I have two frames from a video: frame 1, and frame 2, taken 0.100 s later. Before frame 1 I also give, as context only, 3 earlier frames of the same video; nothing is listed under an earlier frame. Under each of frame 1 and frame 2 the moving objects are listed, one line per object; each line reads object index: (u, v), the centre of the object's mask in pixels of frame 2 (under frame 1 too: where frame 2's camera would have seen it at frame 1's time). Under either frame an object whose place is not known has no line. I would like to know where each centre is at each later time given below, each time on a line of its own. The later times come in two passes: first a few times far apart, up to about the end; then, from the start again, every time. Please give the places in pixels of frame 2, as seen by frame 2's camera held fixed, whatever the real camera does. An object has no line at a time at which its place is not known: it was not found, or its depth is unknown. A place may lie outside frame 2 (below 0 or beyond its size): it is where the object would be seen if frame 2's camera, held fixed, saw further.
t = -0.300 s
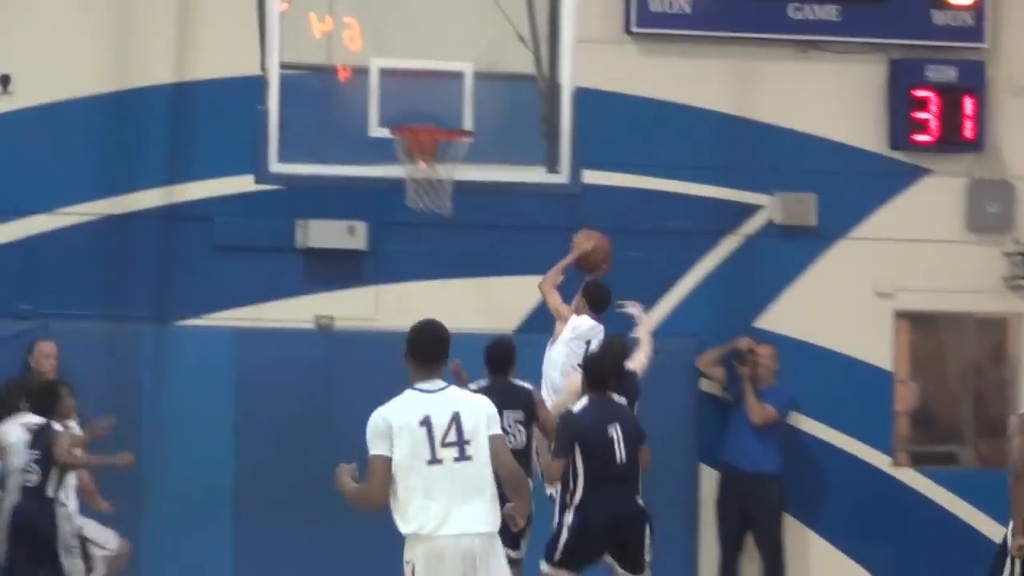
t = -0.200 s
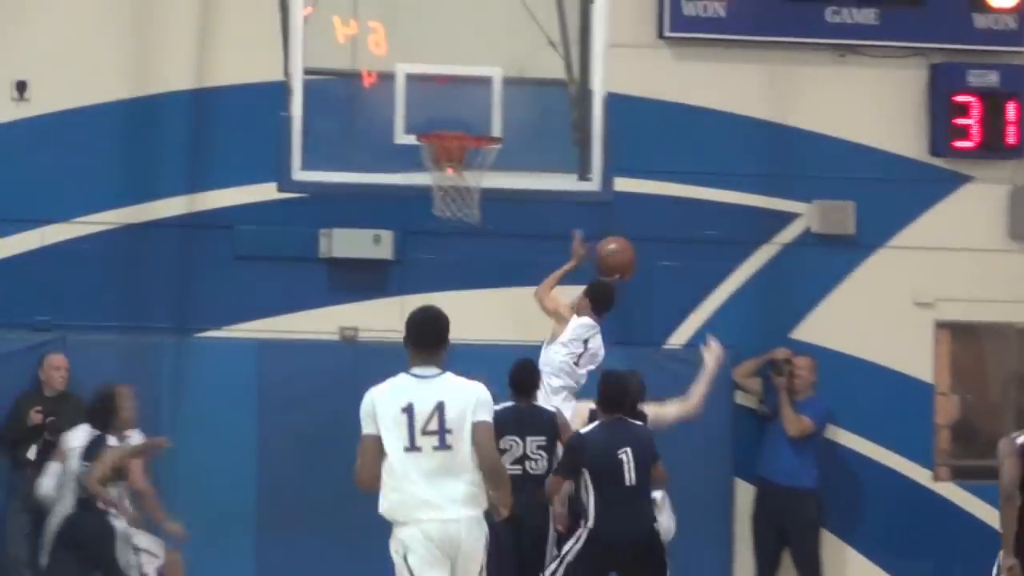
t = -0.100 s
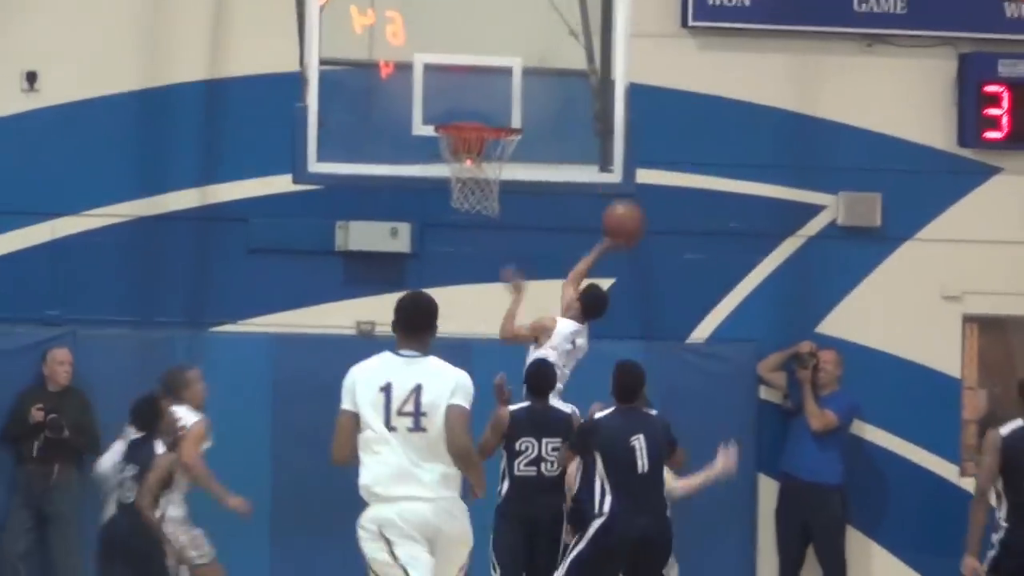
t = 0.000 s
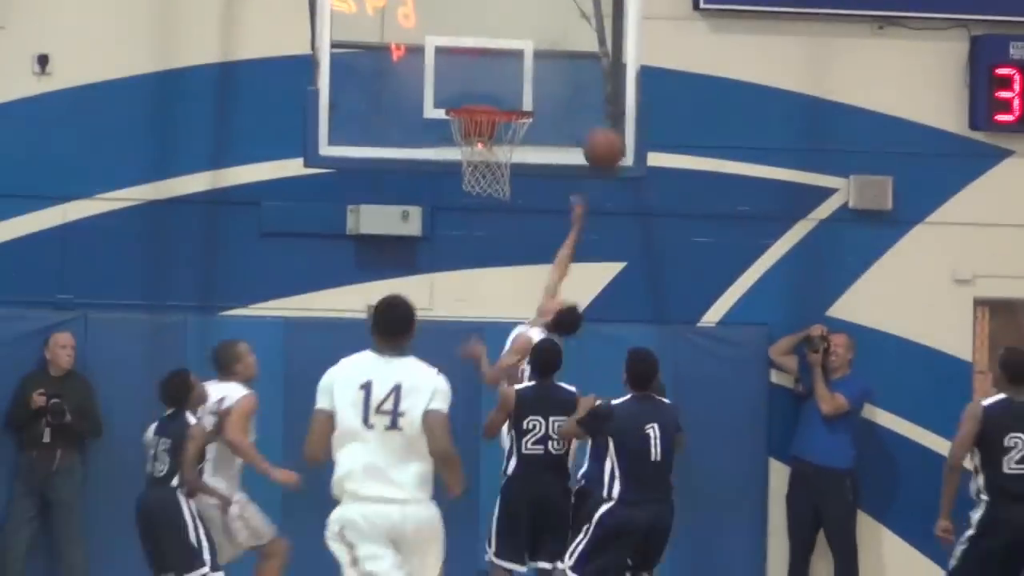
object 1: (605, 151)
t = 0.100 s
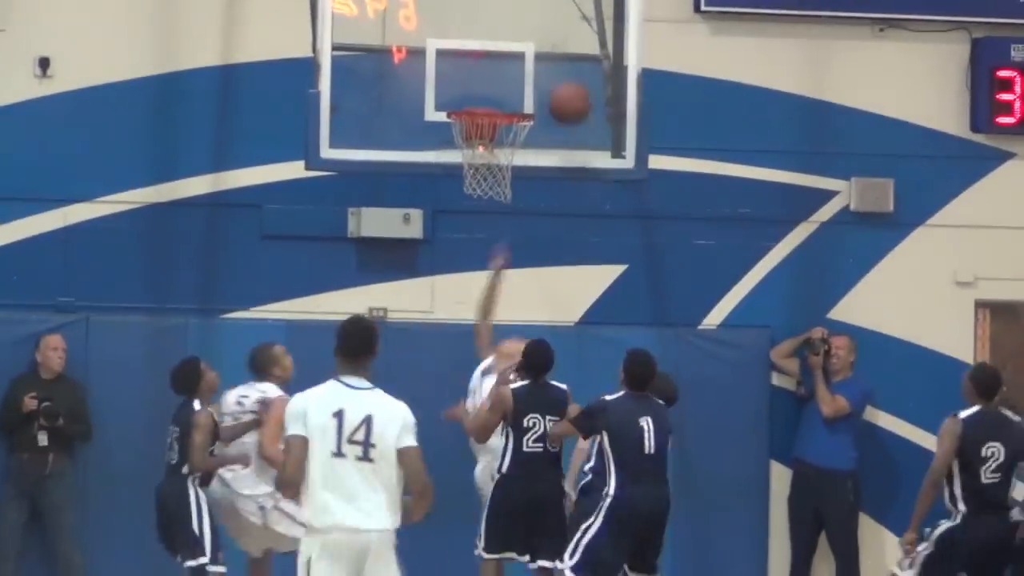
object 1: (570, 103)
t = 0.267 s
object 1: (527, 72)
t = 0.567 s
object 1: (487, 132)
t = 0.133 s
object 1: (559, 91)
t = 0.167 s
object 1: (546, 82)
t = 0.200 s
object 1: (540, 76)
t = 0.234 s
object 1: (534, 73)
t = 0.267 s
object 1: (527, 72)
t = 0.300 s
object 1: (521, 73)
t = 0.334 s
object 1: (514, 75)
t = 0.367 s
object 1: (508, 79)
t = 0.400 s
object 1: (502, 86)
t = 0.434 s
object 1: (496, 93)
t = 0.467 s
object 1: (490, 99)
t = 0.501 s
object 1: (491, 105)
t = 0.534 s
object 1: (497, 116)
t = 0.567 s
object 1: (487, 132)
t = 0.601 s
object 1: (490, 141)
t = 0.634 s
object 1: (492, 149)
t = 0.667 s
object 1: (494, 149)
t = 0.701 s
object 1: (492, 154)
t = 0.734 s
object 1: (492, 154)
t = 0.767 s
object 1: (492, 156)
